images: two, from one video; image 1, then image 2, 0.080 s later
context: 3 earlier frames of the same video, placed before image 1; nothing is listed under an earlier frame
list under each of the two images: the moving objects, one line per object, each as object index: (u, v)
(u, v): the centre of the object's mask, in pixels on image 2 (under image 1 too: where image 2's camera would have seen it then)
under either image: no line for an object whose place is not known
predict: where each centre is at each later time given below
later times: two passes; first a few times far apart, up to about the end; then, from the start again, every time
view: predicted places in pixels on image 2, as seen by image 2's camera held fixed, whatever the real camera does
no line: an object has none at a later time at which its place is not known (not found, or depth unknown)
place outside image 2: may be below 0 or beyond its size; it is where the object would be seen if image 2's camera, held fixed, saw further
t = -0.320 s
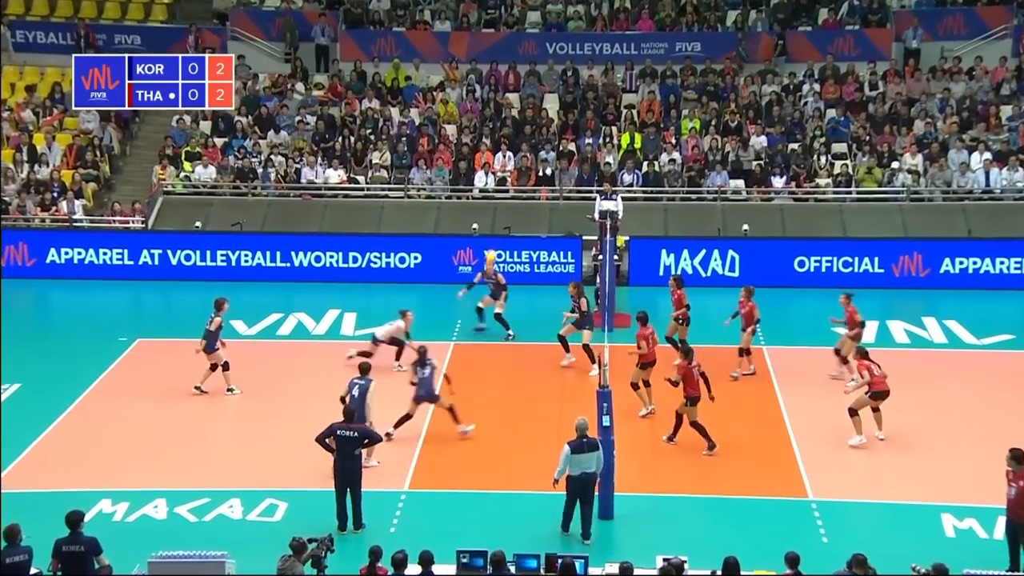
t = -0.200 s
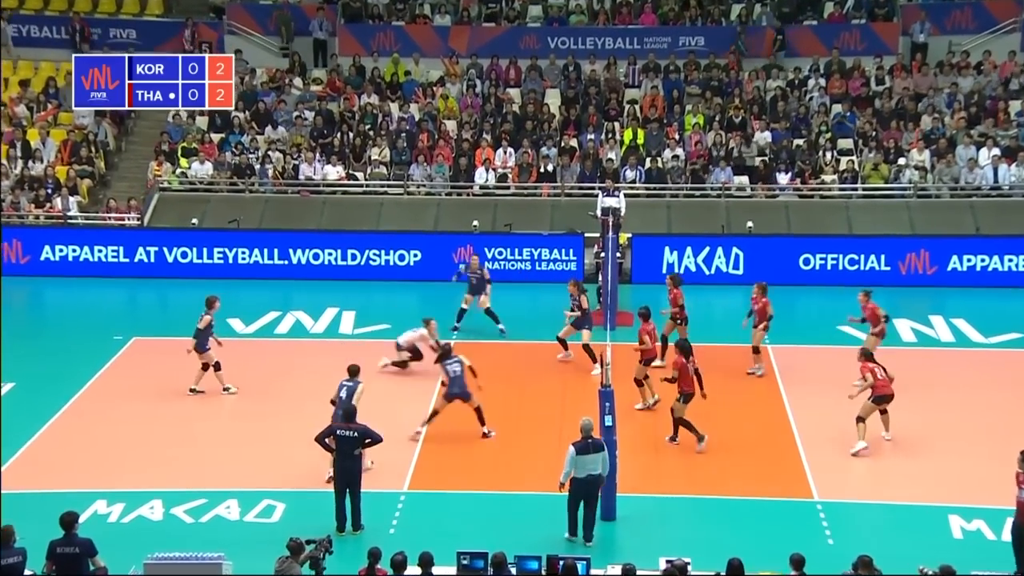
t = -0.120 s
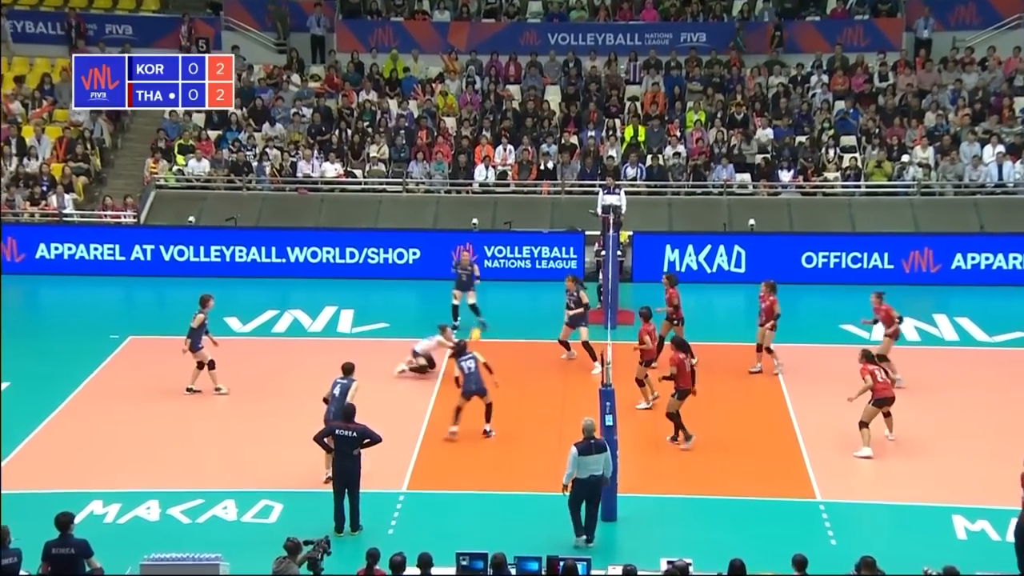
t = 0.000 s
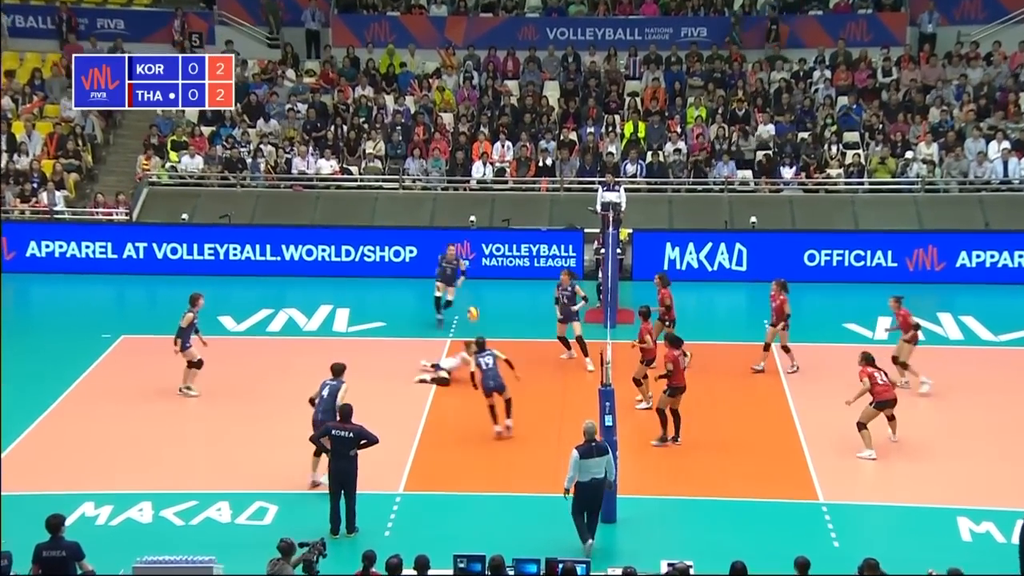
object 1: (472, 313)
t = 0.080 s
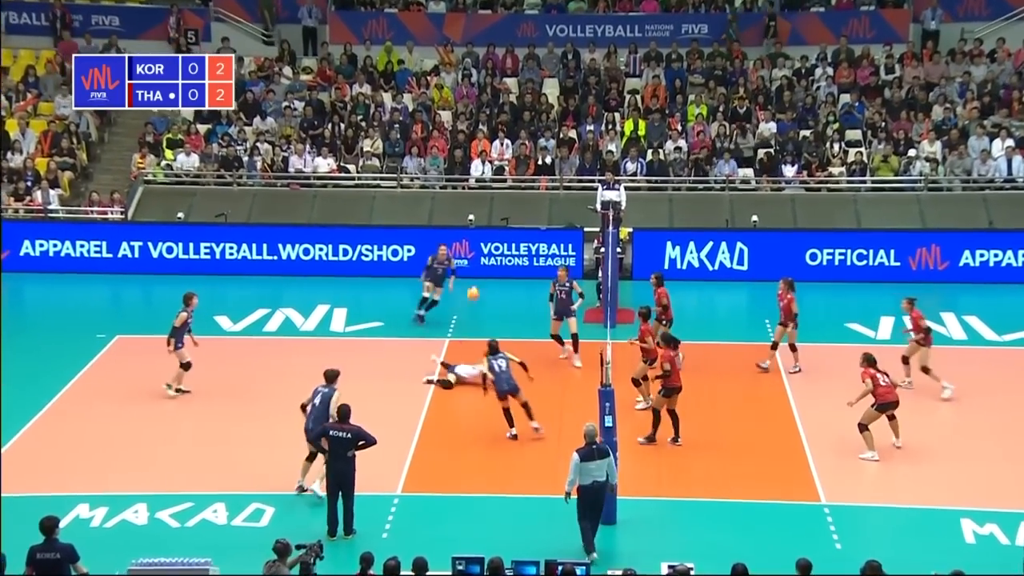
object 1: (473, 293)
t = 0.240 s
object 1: (475, 264)
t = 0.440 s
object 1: (477, 248)
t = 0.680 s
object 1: (479, 259)
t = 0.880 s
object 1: (482, 292)
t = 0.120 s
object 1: (473, 284)
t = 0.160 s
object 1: (474, 277)
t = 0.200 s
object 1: (474, 270)
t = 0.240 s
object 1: (475, 264)
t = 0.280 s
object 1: (475, 259)
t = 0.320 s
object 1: (476, 255)
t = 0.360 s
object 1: (476, 252)
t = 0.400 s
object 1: (476, 250)
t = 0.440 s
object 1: (477, 248)
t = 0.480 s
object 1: (477, 248)
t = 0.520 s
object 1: (478, 248)
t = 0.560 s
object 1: (478, 249)
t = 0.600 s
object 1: (478, 251)
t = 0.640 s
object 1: (479, 255)
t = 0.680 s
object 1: (479, 259)
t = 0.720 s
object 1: (480, 264)
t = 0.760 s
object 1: (480, 270)
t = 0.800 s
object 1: (481, 277)
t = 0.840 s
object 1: (482, 284)
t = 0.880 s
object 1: (482, 292)
